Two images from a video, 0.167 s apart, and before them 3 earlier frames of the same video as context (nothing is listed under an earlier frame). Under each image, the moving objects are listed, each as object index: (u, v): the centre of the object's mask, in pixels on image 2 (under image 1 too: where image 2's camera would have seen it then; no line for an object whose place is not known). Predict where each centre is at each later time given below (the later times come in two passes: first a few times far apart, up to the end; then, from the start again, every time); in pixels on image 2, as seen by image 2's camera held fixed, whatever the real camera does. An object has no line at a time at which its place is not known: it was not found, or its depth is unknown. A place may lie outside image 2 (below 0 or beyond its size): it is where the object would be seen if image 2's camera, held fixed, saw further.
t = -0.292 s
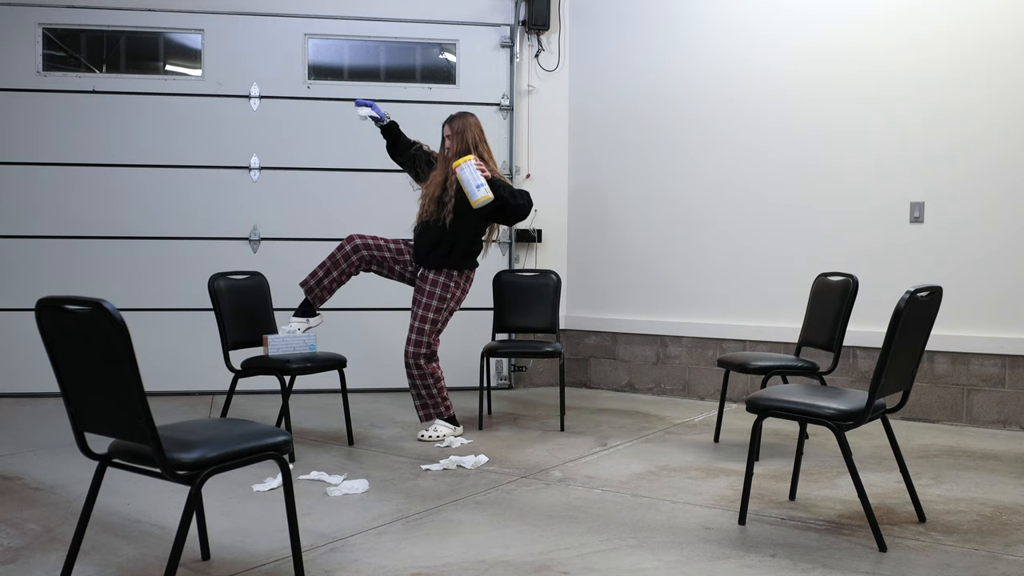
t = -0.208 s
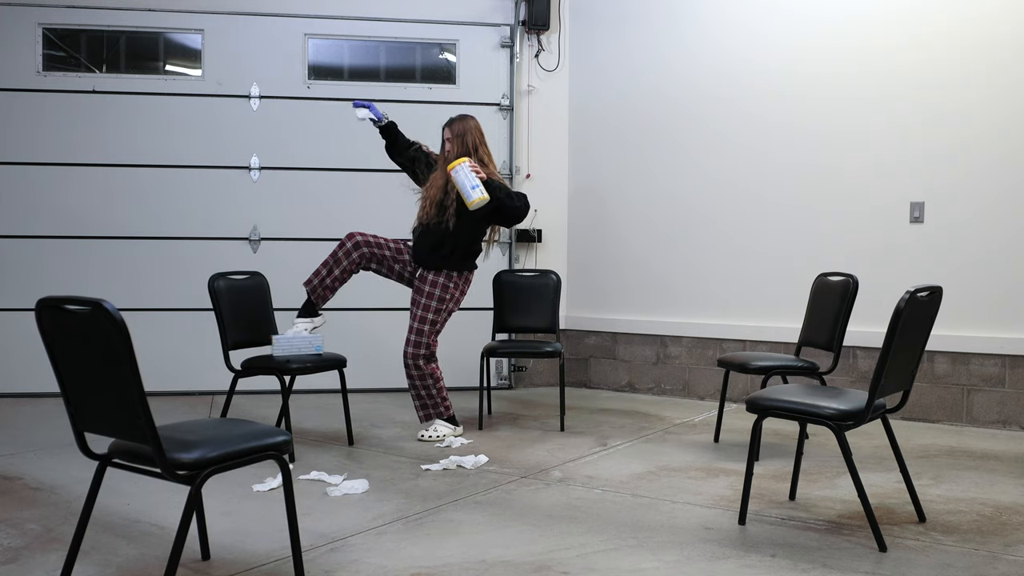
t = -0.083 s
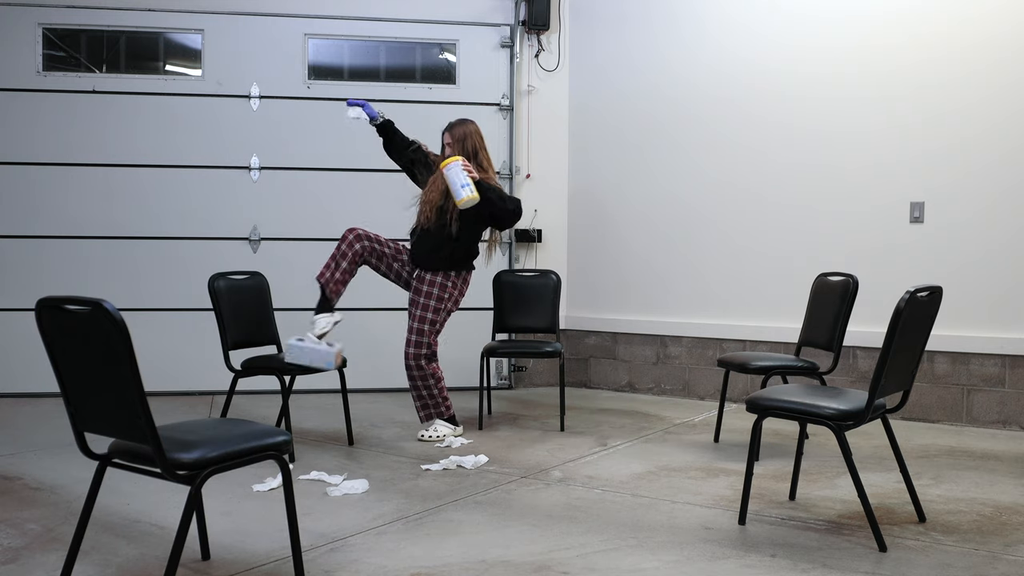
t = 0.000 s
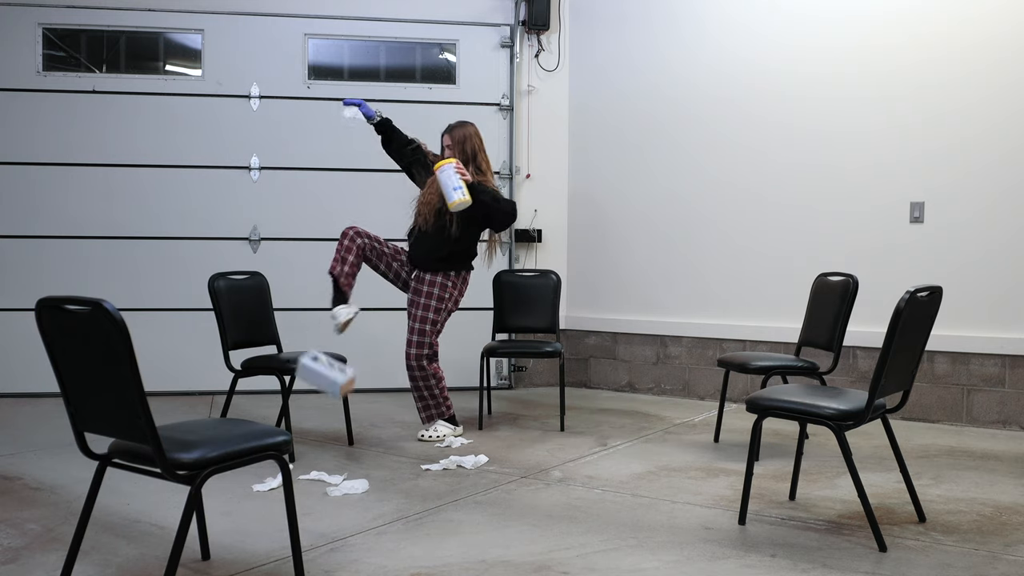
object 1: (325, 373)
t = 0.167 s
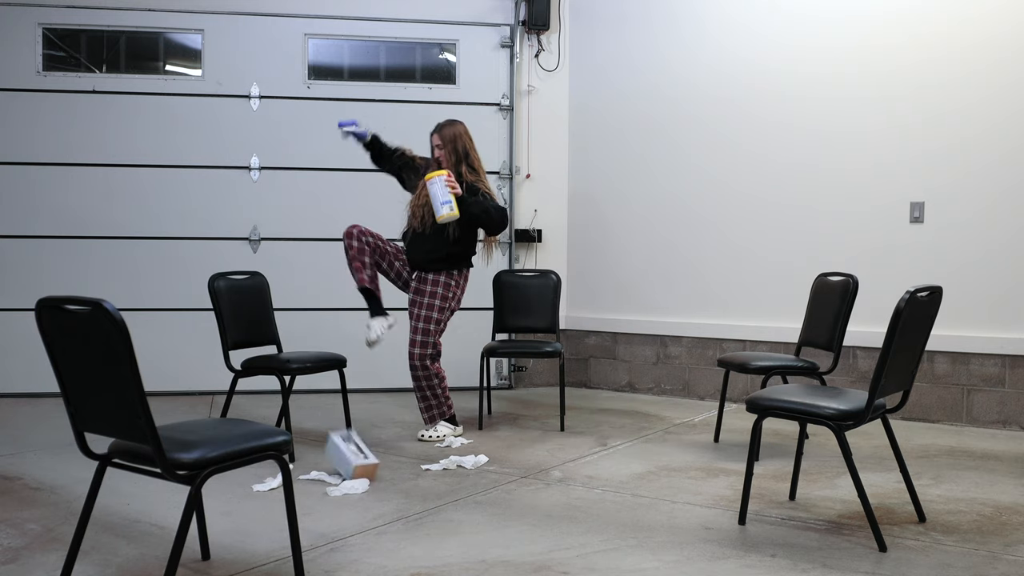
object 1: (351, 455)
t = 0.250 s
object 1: (361, 469)
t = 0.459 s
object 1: (369, 472)
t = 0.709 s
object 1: (369, 473)
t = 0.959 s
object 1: (369, 473)
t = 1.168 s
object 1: (369, 473)
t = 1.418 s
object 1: (369, 473)
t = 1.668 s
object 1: (369, 473)
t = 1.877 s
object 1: (369, 473)
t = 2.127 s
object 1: (369, 473)
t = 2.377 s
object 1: (369, 473)
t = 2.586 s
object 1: (369, 473)
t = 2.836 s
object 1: (369, 473)
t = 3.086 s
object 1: (369, 473)
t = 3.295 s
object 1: (369, 473)
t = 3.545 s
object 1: (369, 473)
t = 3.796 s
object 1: (369, 473)
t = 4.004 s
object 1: (369, 473)
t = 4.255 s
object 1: (369, 473)
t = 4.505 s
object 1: (369, 473)
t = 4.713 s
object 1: (369, 473)
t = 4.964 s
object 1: (369, 473)
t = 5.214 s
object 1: (369, 473)
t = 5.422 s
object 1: (369, 473)
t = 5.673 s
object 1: (369, 473)
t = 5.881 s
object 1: (369, 473)
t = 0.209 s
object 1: (356, 466)
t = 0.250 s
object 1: (361, 469)
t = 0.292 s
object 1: (364, 471)
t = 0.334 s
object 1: (367, 471)
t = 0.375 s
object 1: (368, 472)
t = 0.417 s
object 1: (369, 472)
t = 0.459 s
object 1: (369, 472)
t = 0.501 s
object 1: (369, 472)
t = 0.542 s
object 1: (369, 472)
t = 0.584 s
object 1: (369, 472)
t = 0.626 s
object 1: (369, 472)
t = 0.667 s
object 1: (369, 473)
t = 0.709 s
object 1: (369, 473)
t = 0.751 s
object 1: (369, 472)
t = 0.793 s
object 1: (369, 473)
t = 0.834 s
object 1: (369, 472)
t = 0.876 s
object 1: (369, 473)
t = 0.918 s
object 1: (369, 473)
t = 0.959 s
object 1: (369, 473)
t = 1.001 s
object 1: (369, 473)
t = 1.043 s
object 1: (369, 473)
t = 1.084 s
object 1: (369, 473)
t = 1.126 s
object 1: (369, 472)
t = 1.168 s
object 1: (369, 473)
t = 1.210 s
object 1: (369, 473)
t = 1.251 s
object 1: (369, 473)
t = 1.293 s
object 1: (369, 473)
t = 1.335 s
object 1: (369, 473)
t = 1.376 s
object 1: (369, 473)
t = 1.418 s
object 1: (369, 473)
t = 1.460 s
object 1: (369, 473)
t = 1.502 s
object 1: (369, 473)
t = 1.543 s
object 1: (369, 473)
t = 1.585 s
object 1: (369, 473)
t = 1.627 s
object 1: (369, 473)
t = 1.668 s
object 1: (369, 473)
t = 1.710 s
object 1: (369, 473)
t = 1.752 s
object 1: (369, 473)
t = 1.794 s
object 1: (369, 473)
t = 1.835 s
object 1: (369, 473)
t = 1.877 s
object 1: (369, 473)
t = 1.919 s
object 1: (369, 473)
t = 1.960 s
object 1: (369, 473)
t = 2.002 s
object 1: (369, 473)
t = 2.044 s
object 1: (369, 473)
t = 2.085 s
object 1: (369, 473)
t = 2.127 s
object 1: (369, 473)
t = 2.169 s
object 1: (369, 473)
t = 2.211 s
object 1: (369, 473)
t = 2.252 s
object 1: (369, 473)
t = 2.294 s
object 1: (369, 473)
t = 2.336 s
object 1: (369, 473)
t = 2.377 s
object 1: (369, 473)
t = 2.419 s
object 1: (369, 473)
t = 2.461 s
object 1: (369, 473)
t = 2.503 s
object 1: (369, 473)
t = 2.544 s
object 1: (369, 473)
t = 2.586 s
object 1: (369, 473)
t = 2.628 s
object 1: (369, 473)
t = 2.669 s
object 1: (369, 473)
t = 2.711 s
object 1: (369, 473)
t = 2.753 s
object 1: (369, 473)
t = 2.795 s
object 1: (369, 473)
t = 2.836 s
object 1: (369, 473)
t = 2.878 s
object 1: (369, 473)
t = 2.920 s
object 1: (369, 473)
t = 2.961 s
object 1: (369, 473)
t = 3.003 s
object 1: (369, 473)
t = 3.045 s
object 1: (369, 473)
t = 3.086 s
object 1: (369, 473)
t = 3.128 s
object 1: (369, 473)
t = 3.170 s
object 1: (369, 473)
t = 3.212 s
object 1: (369, 473)
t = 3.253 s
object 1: (369, 473)
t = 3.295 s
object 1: (369, 473)
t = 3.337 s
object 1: (369, 473)
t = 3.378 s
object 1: (369, 473)
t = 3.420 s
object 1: (369, 473)
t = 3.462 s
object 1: (369, 473)
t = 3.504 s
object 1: (369, 473)
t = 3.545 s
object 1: (369, 473)
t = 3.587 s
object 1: (369, 473)
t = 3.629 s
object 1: (369, 473)
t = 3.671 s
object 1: (369, 473)
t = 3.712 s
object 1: (369, 473)
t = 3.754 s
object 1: (369, 473)
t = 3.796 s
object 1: (369, 473)
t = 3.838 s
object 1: (369, 473)
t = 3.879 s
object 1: (369, 473)
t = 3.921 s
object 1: (369, 473)
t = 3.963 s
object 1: (369, 473)
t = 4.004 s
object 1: (369, 473)
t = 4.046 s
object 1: (369, 473)
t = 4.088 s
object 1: (369, 473)
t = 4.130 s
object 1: (369, 473)
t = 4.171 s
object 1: (369, 473)
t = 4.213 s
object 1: (369, 473)
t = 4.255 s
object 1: (369, 473)
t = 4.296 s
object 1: (369, 473)
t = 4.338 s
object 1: (369, 473)
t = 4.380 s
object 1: (369, 473)
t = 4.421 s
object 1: (369, 473)
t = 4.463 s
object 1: (369, 473)
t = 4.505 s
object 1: (369, 473)
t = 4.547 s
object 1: (369, 473)
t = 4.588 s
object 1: (369, 473)
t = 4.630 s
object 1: (369, 473)
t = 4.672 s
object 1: (369, 473)
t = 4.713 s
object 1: (369, 473)
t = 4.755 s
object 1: (369, 473)
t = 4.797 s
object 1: (369, 473)
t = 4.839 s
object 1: (369, 473)
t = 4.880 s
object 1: (369, 473)
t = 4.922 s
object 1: (369, 473)
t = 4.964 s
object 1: (369, 473)
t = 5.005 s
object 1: (369, 473)
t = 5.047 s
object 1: (369, 473)
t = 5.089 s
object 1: (369, 473)
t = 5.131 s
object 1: (369, 473)
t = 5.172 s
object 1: (369, 473)
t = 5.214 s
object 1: (369, 473)
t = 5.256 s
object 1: (369, 473)
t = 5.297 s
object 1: (369, 473)
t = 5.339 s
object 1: (369, 473)
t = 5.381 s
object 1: (369, 473)
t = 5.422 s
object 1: (369, 473)
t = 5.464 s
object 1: (369, 473)
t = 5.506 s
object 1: (369, 473)
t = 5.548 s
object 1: (369, 473)
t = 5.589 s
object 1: (369, 473)
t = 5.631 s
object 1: (369, 473)
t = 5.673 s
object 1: (369, 473)
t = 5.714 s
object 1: (369, 473)
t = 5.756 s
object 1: (369, 473)
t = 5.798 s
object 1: (369, 473)
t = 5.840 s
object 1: (369, 473)
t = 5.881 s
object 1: (369, 473)
